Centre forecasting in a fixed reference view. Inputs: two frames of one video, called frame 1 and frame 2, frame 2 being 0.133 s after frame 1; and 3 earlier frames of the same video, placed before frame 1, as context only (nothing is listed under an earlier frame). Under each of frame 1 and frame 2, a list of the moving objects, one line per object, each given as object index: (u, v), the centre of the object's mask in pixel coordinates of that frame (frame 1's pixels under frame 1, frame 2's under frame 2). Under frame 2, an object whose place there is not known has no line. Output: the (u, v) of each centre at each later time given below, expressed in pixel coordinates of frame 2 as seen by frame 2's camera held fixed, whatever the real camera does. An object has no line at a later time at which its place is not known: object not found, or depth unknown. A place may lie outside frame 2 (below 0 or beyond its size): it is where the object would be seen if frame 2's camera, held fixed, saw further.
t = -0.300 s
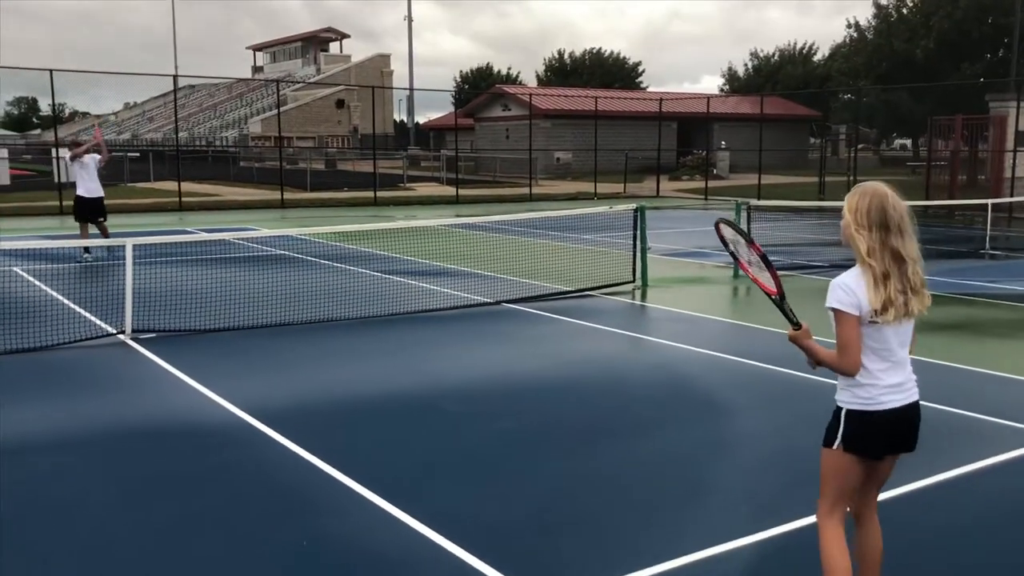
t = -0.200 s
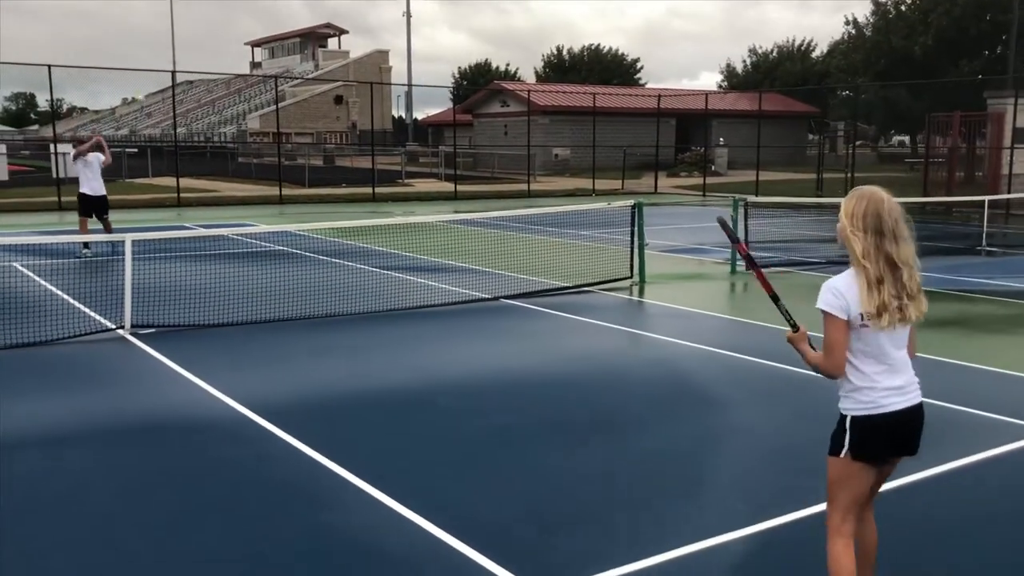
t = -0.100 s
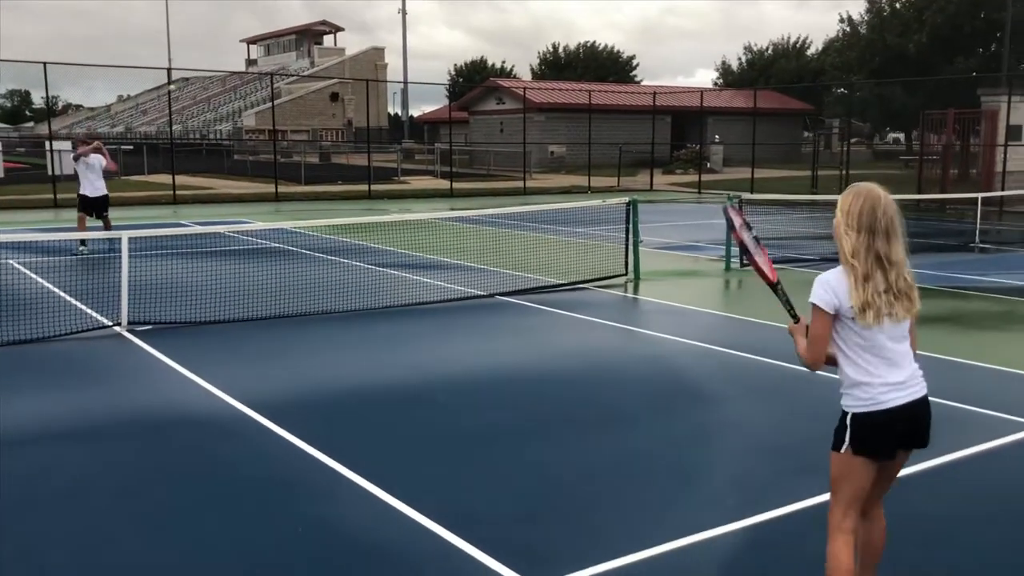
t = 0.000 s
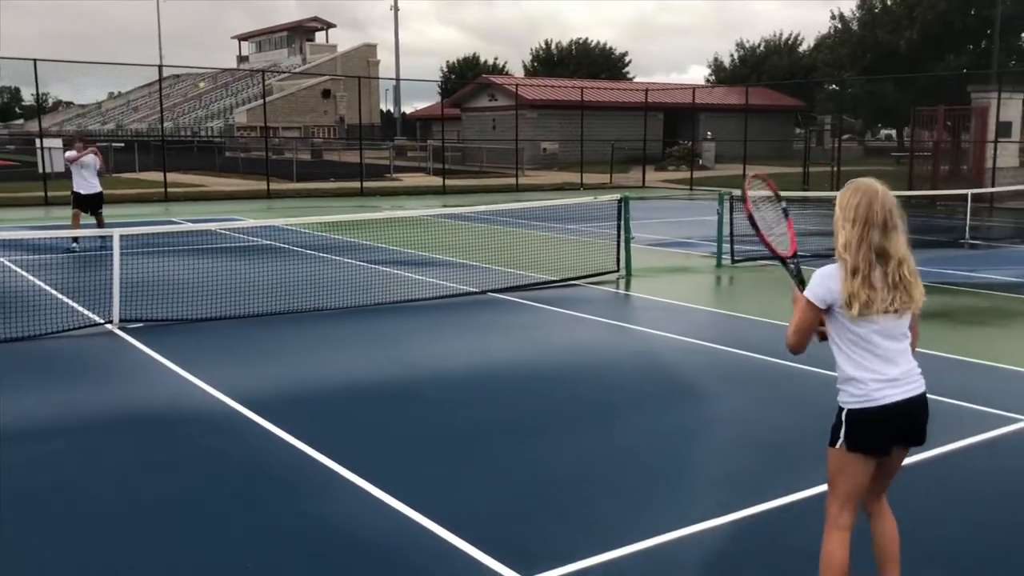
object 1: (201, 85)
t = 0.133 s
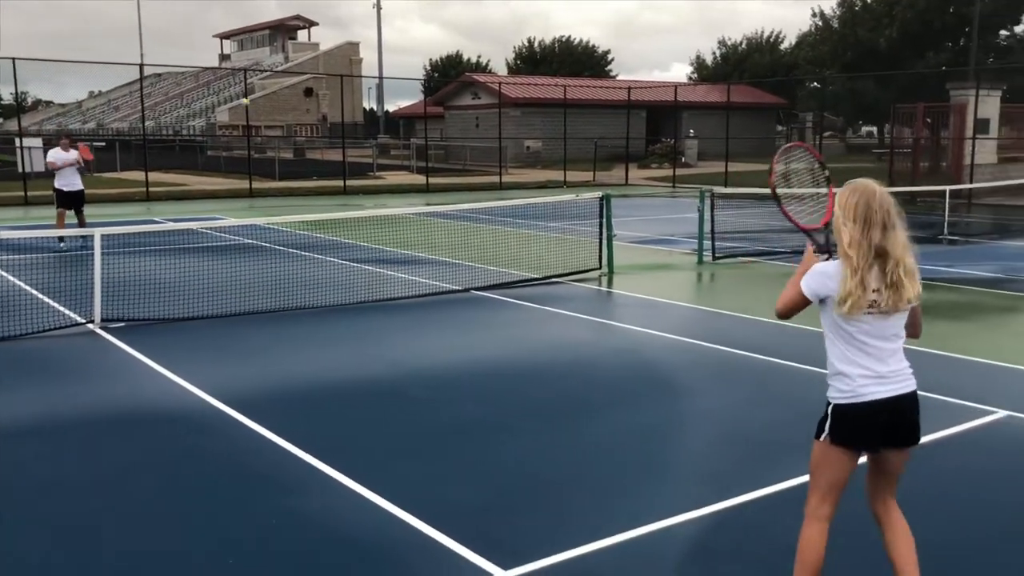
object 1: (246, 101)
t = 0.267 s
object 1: (317, 144)
